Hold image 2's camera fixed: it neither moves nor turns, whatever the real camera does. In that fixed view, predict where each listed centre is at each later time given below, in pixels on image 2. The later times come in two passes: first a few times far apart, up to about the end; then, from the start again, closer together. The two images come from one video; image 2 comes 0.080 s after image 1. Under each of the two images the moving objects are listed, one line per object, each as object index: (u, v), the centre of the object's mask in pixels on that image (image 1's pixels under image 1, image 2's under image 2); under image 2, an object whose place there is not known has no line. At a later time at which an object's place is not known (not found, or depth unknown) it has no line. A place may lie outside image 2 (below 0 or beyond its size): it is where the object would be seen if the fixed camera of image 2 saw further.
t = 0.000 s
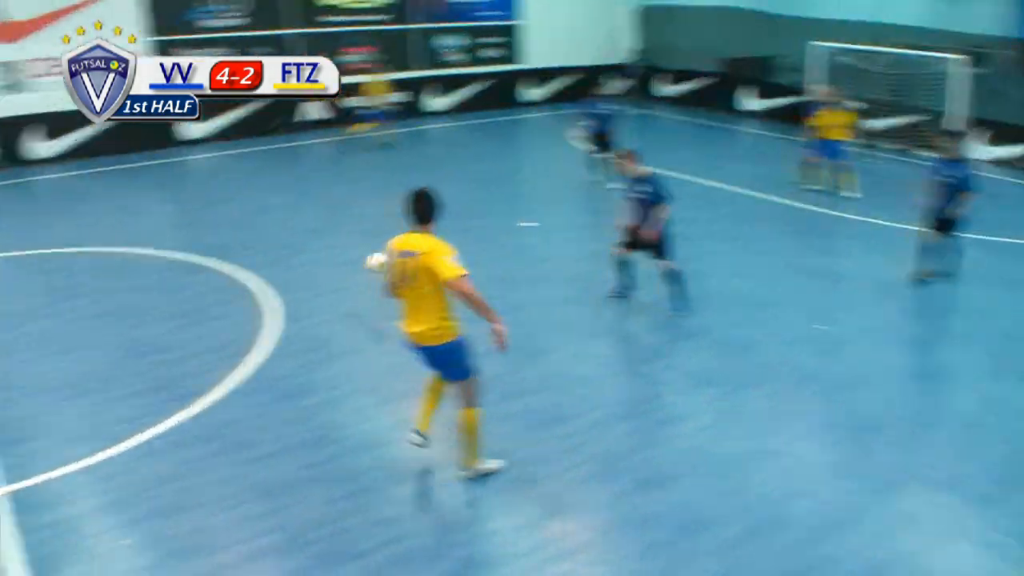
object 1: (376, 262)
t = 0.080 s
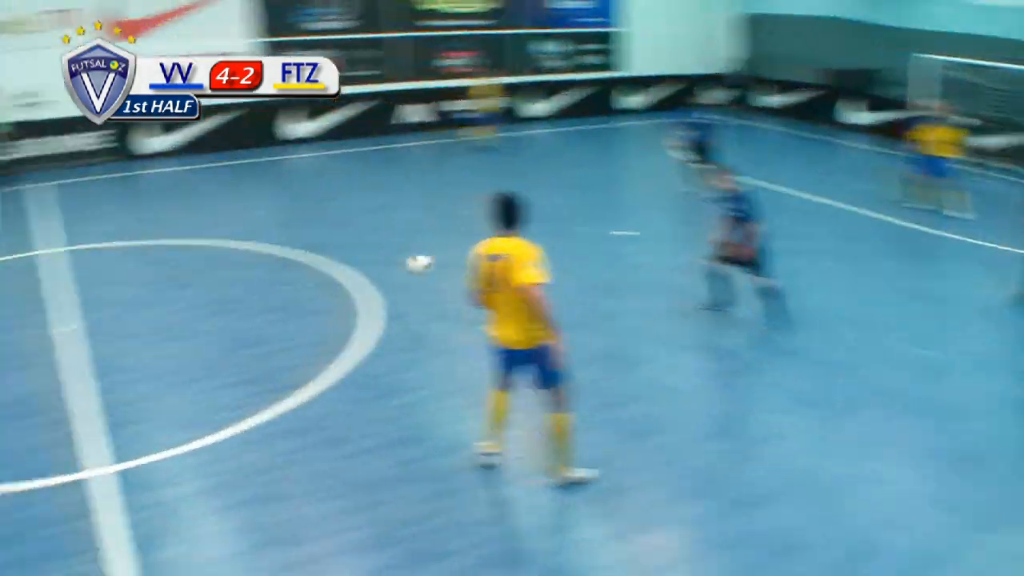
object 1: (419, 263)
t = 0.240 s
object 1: (320, 281)
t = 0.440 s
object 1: (203, 275)
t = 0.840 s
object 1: (2, 283)
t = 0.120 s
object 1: (394, 266)
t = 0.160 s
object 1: (368, 269)
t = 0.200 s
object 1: (345, 275)
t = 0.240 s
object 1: (320, 281)
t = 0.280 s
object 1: (297, 289)
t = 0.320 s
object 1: (273, 295)
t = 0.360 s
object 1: (249, 286)
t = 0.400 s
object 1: (226, 280)
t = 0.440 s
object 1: (203, 275)
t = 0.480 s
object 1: (181, 271)
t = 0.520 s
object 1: (159, 269)
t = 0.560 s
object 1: (137, 268)
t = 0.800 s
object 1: (23, 289)
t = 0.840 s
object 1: (2, 283)
